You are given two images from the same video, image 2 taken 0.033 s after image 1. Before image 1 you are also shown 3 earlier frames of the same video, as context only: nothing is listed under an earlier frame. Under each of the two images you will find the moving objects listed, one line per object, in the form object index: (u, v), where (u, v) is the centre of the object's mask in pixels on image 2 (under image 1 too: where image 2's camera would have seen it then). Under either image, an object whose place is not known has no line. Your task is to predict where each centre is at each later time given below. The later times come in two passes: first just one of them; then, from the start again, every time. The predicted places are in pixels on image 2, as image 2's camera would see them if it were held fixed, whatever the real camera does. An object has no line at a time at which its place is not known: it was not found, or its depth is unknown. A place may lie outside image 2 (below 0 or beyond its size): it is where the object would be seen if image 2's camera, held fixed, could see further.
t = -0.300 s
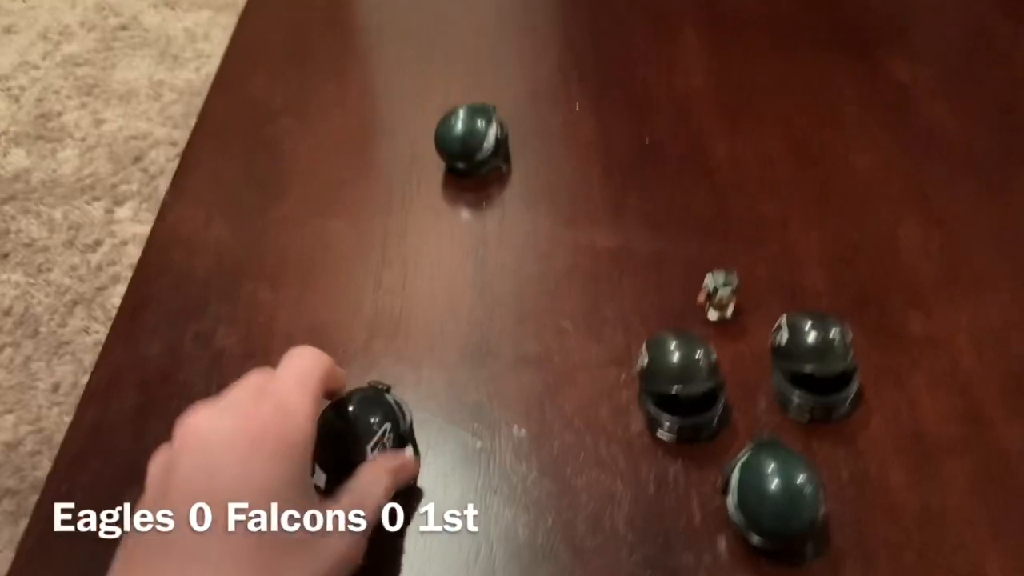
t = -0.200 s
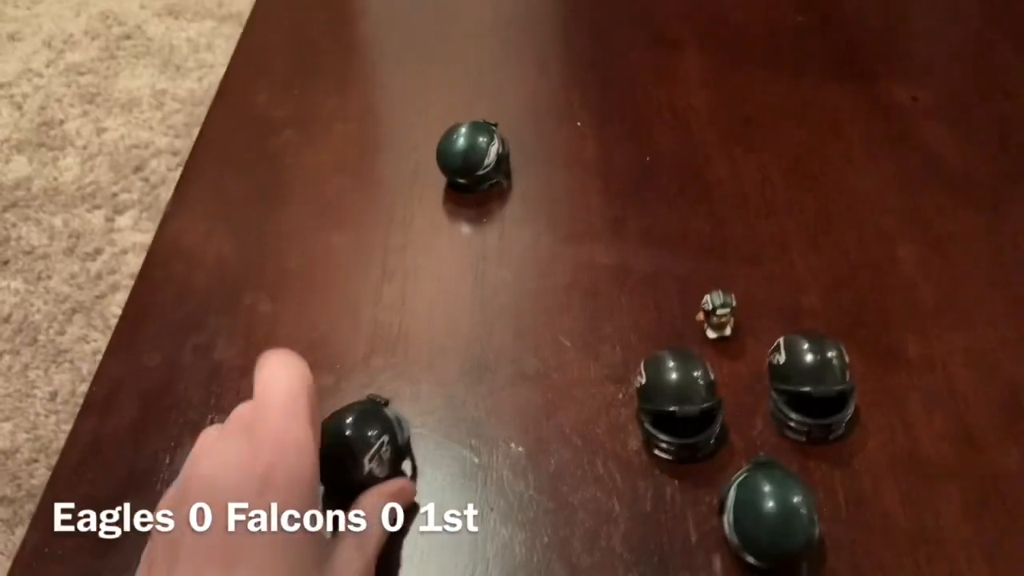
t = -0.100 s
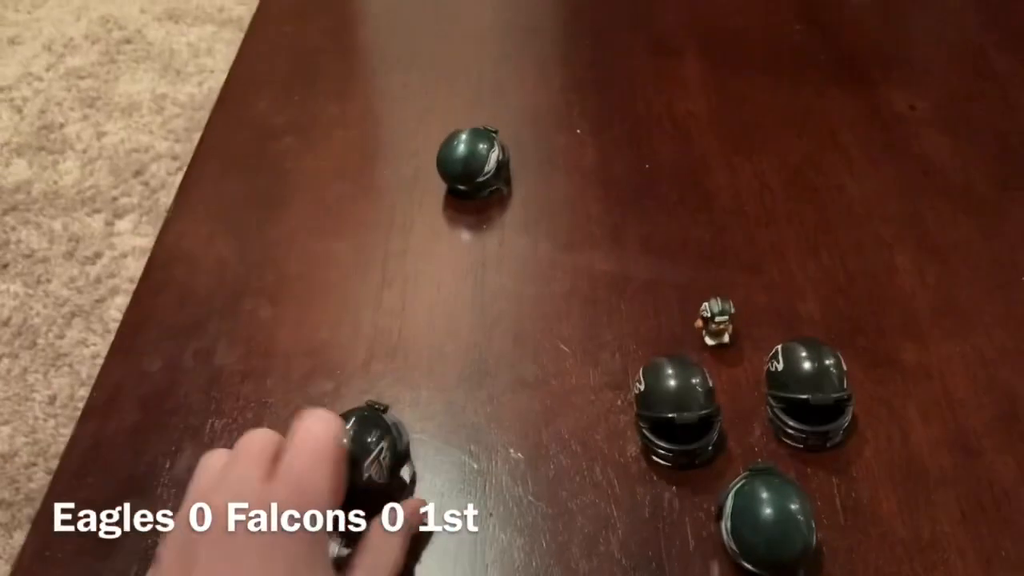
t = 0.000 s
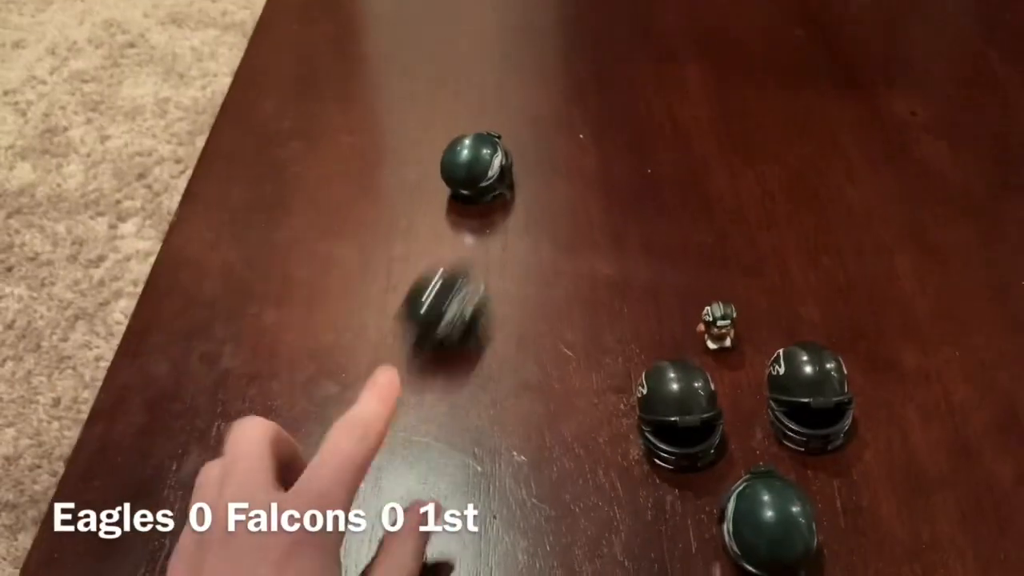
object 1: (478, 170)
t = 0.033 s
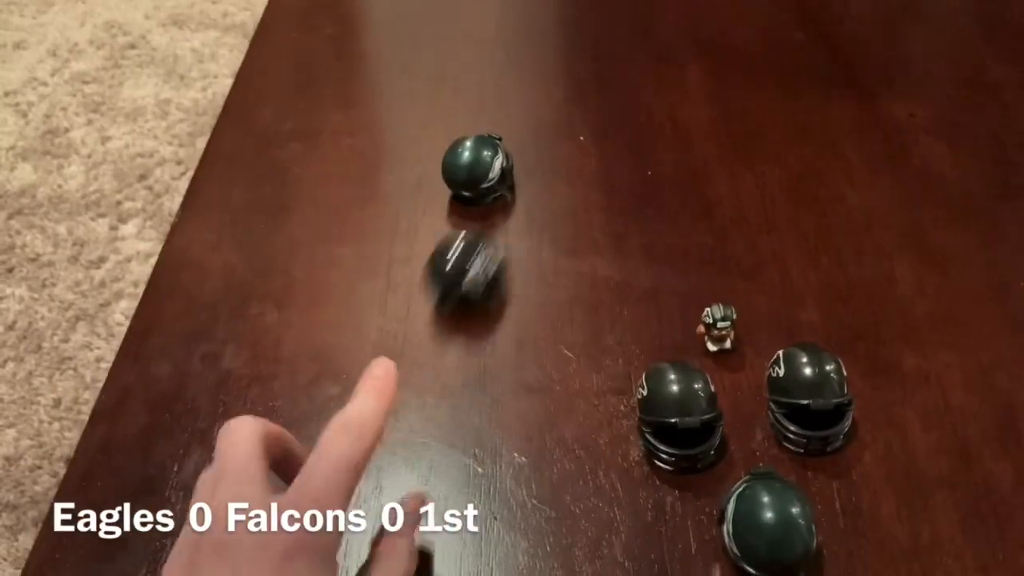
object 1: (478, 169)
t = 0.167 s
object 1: (461, 151)
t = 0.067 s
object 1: (478, 168)
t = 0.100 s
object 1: (473, 161)
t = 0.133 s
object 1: (467, 158)
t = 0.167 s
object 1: (461, 151)
